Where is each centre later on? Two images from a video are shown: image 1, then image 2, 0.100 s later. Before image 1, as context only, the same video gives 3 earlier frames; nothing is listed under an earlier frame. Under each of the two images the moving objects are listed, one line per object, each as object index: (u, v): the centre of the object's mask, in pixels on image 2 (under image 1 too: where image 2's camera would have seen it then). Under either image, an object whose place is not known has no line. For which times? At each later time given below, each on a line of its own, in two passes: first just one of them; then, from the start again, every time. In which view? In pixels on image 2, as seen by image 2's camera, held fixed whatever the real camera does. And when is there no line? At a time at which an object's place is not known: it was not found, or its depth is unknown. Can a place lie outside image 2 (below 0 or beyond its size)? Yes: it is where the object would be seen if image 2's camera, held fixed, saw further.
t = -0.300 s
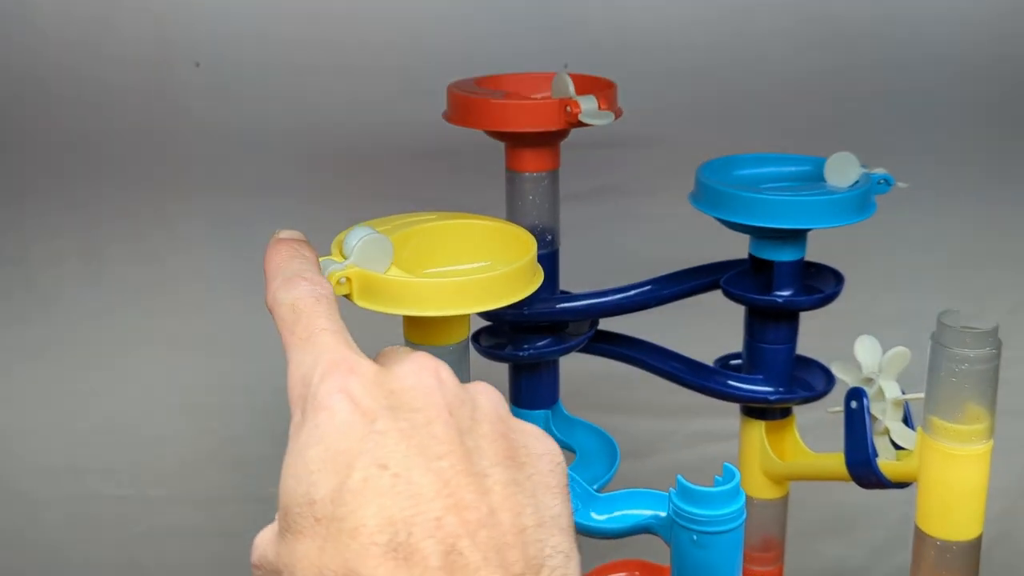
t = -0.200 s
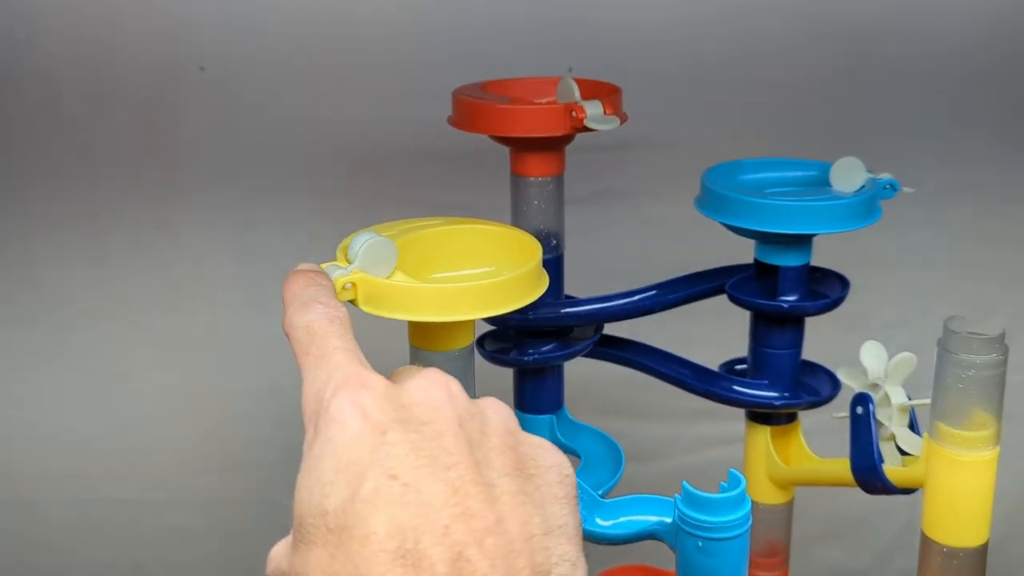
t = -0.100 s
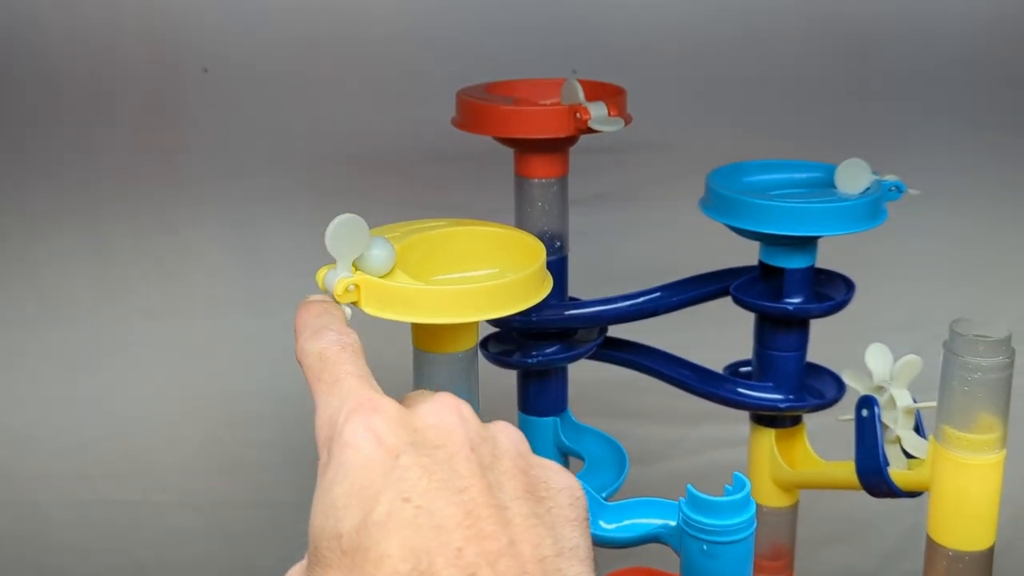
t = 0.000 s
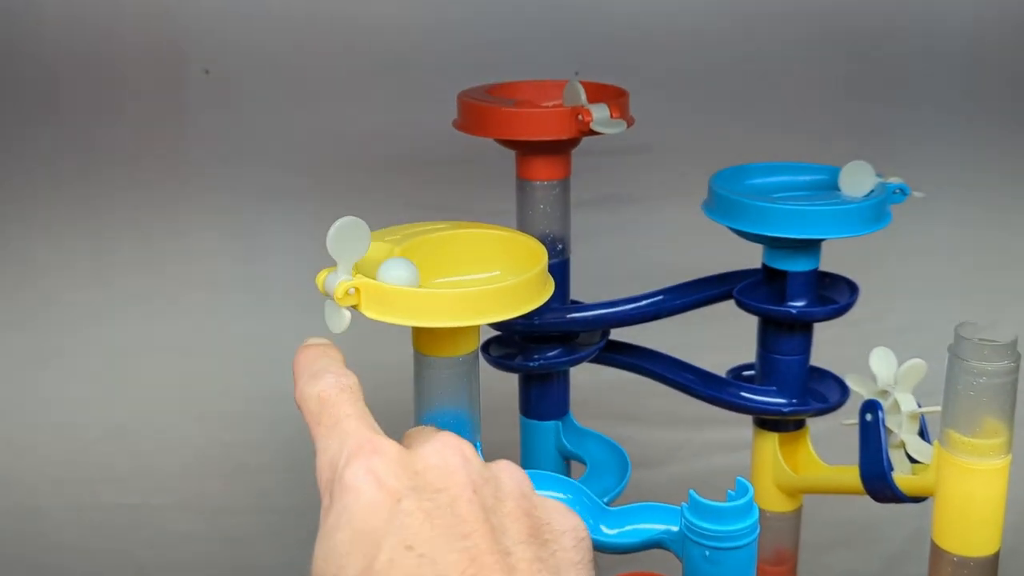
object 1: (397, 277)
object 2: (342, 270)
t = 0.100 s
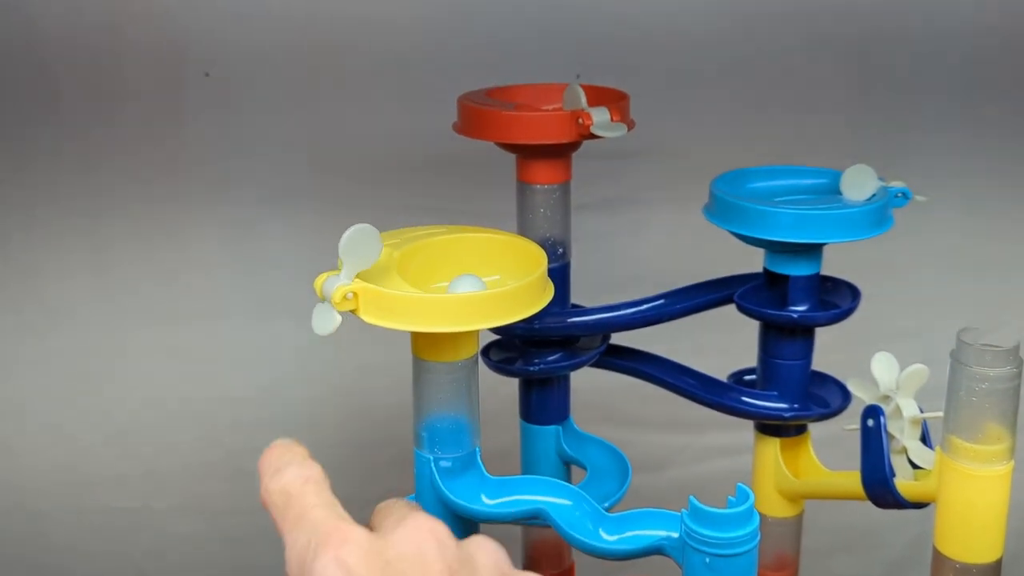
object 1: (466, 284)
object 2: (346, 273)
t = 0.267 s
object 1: (486, 274)
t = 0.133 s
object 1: (491, 281)
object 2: (348, 275)
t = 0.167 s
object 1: (507, 277)
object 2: (350, 277)
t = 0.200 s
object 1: (515, 272)
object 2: (352, 280)
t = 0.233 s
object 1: (508, 272)
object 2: (351, 281)
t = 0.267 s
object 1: (486, 274)
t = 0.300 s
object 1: (454, 279)
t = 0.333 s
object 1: (430, 282)
